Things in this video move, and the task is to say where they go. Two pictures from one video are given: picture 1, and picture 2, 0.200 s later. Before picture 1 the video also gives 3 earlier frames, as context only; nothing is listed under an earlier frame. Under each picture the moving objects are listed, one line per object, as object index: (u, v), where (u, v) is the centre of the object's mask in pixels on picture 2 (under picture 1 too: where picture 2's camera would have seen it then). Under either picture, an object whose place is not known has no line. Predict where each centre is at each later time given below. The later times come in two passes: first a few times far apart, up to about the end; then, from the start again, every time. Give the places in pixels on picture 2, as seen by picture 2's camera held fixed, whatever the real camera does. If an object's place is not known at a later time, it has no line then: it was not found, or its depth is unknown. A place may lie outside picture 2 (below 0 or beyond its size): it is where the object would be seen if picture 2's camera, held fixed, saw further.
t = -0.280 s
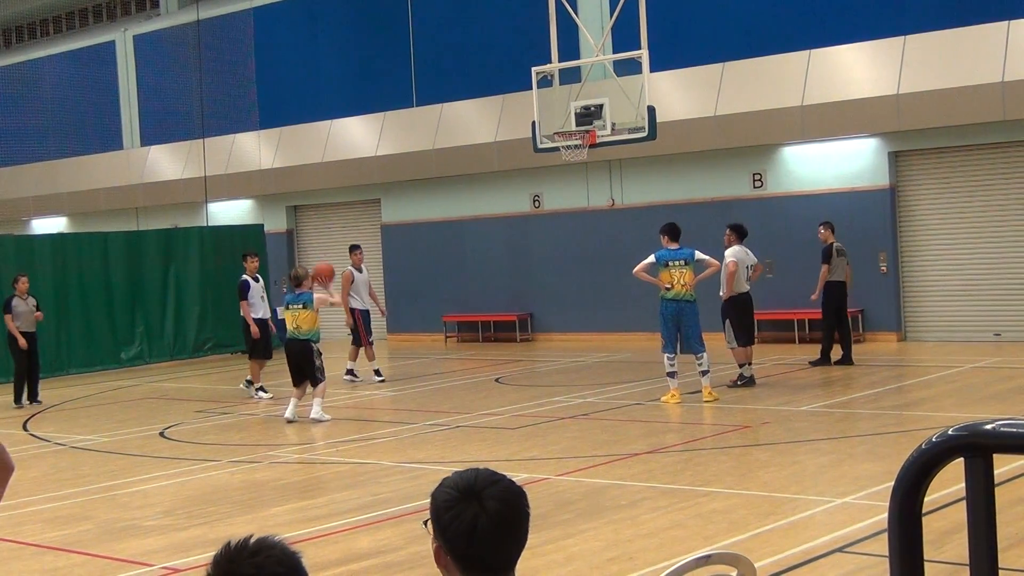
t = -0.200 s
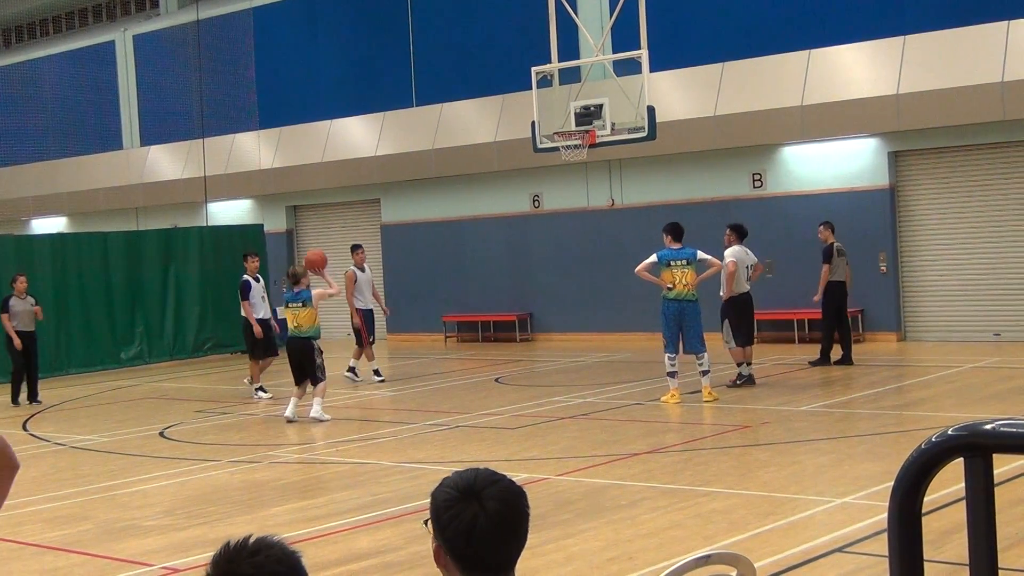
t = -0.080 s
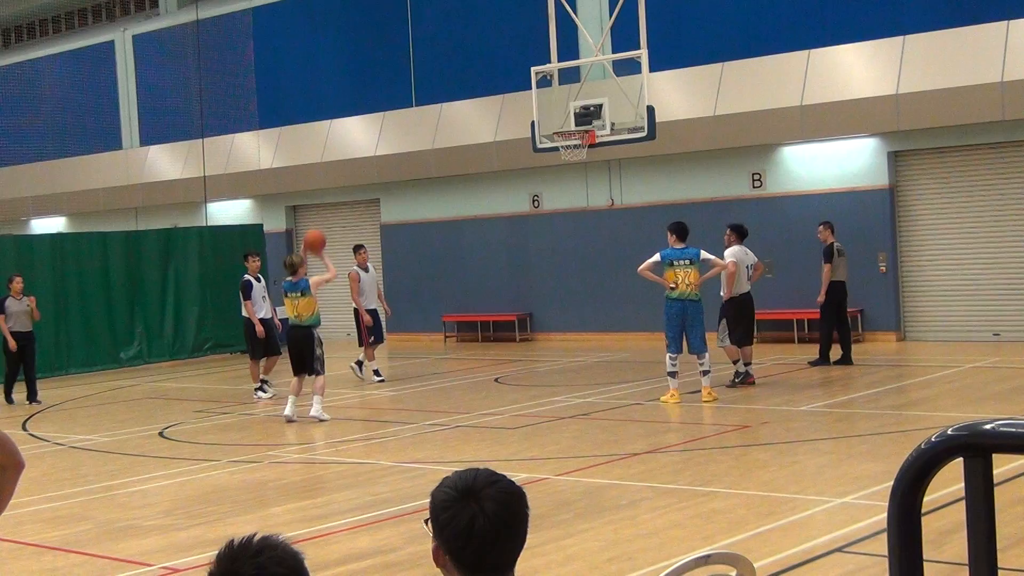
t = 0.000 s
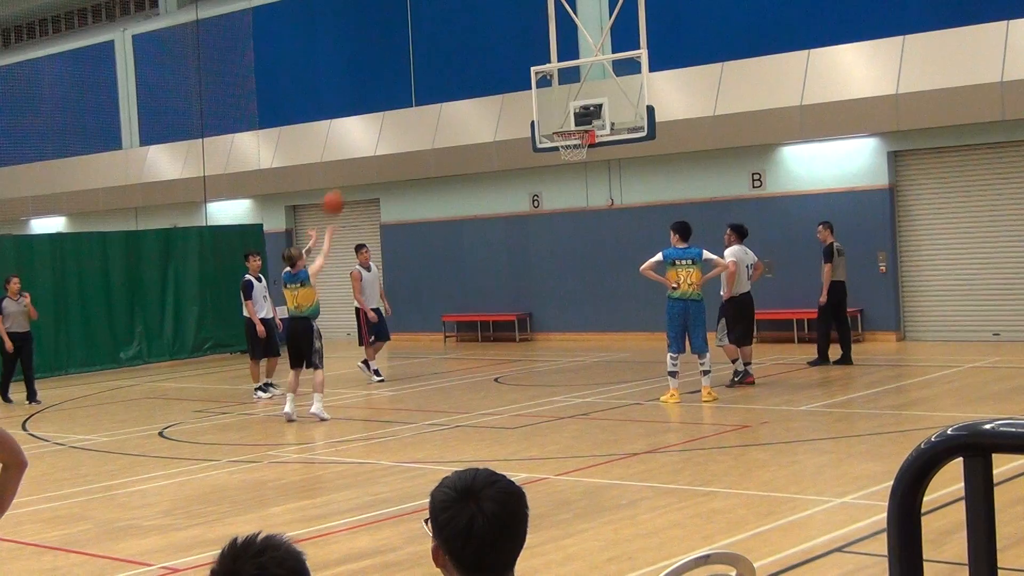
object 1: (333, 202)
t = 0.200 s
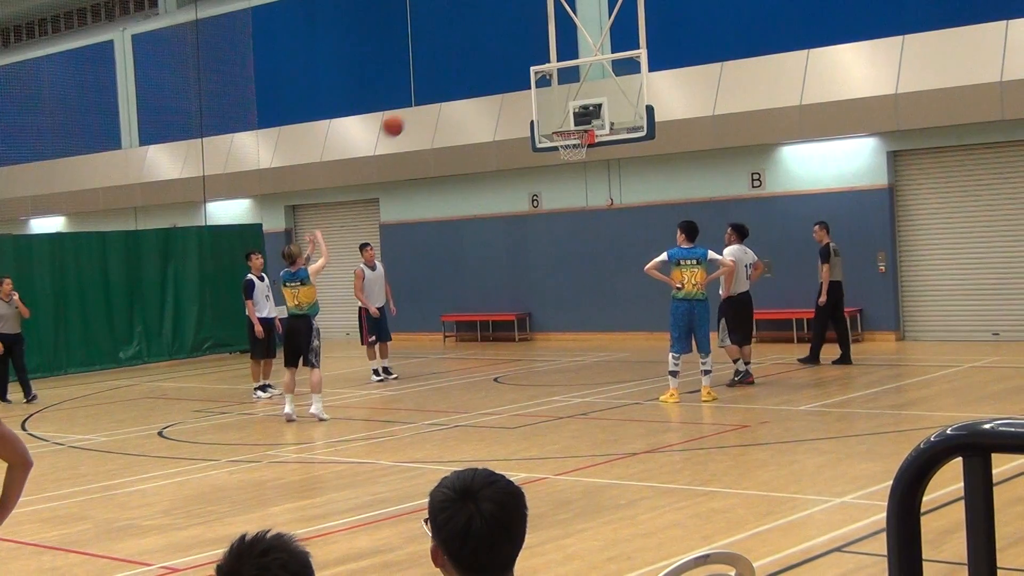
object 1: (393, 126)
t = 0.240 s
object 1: (405, 115)
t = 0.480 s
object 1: (472, 82)
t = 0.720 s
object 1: (536, 97)
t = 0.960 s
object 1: (577, 154)
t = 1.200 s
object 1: (559, 240)
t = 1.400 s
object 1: (549, 340)
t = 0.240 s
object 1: (405, 115)
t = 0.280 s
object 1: (416, 105)
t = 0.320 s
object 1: (428, 98)
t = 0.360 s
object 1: (439, 92)
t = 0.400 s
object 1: (450, 87)
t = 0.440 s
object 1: (461, 84)
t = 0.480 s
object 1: (472, 82)
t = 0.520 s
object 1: (483, 81)
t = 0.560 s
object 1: (494, 82)
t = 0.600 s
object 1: (504, 83)
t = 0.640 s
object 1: (515, 86)
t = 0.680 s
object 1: (525, 91)
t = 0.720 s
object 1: (536, 97)
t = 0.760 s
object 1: (546, 104)
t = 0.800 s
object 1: (556, 111)
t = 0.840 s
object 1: (567, 120)
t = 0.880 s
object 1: (577, 126)
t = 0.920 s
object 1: (580, 141)
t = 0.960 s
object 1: (577, 154)
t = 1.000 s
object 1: (573, 165)
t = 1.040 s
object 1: (571, 176)
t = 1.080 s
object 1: (567, 191)
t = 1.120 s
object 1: (565, 207)
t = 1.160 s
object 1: (562, 223)
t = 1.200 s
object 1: (559, 240)
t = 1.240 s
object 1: (557, 259)
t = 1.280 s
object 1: (555, 278)
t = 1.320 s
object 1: (552, 297)
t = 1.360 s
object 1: (551, 318)
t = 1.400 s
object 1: (549, 340)
